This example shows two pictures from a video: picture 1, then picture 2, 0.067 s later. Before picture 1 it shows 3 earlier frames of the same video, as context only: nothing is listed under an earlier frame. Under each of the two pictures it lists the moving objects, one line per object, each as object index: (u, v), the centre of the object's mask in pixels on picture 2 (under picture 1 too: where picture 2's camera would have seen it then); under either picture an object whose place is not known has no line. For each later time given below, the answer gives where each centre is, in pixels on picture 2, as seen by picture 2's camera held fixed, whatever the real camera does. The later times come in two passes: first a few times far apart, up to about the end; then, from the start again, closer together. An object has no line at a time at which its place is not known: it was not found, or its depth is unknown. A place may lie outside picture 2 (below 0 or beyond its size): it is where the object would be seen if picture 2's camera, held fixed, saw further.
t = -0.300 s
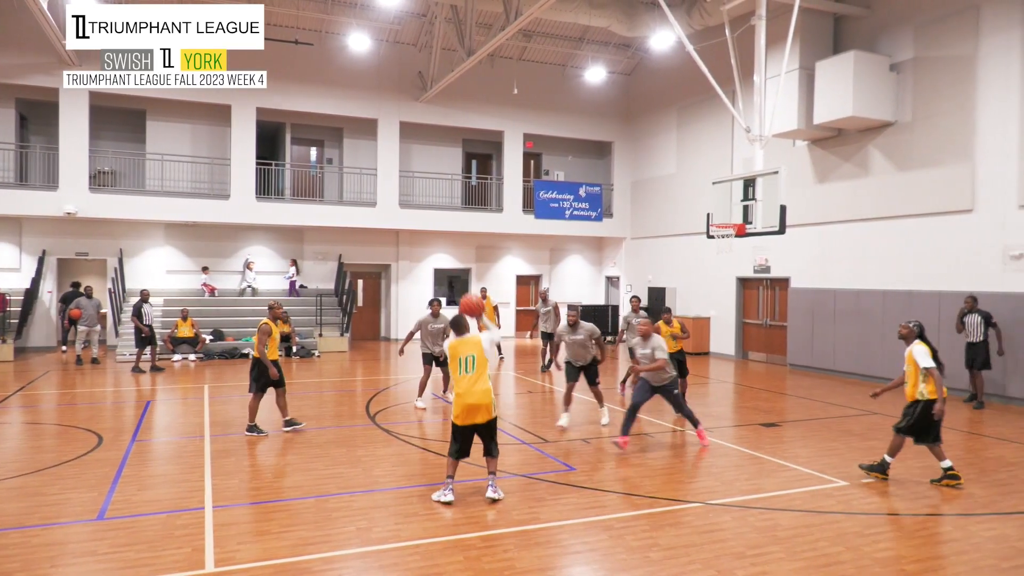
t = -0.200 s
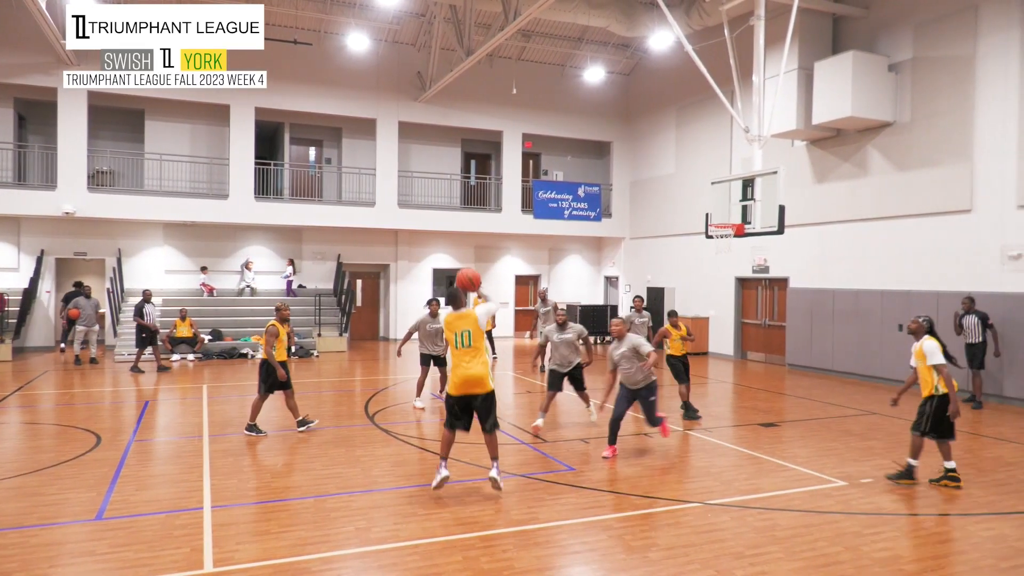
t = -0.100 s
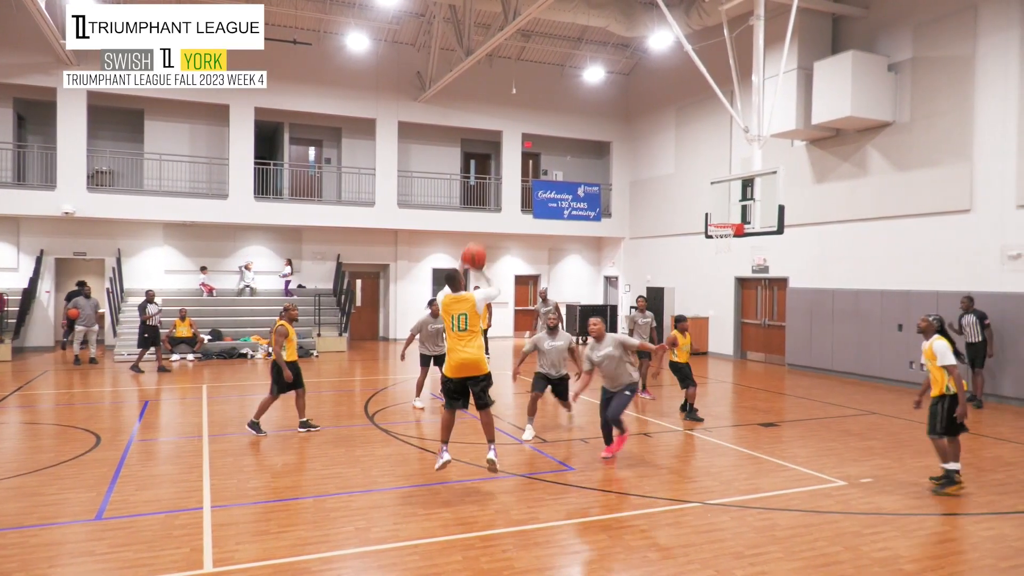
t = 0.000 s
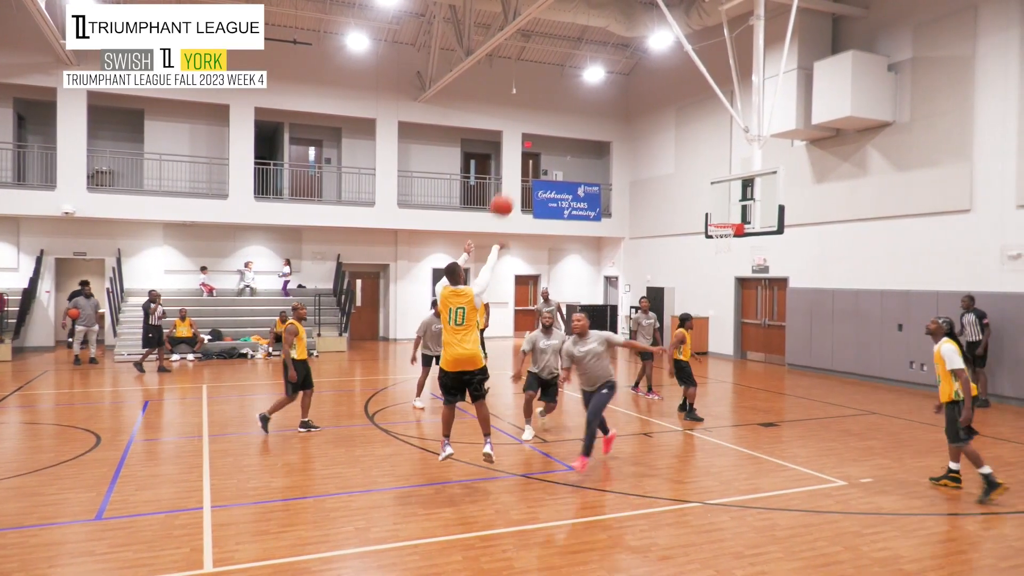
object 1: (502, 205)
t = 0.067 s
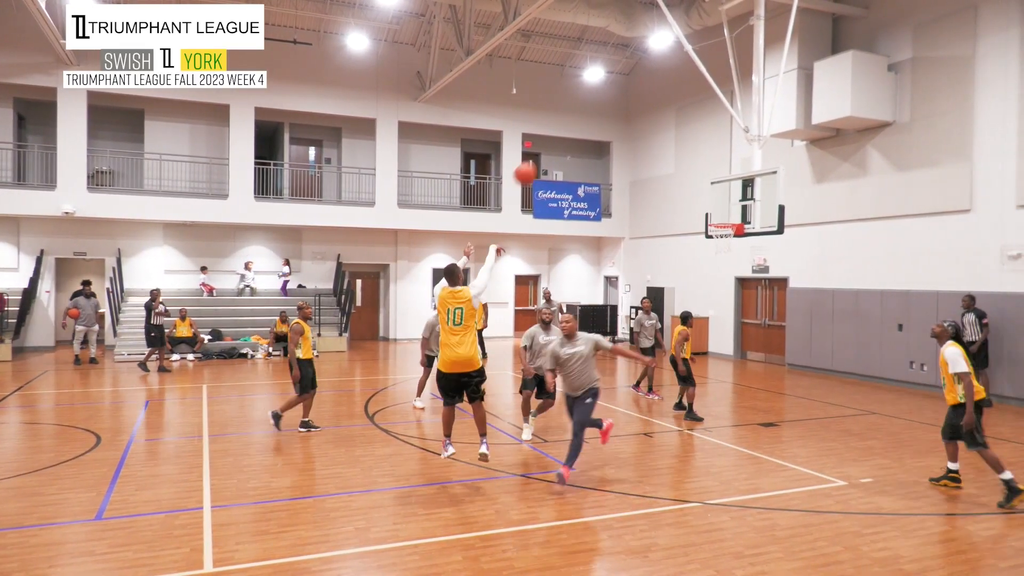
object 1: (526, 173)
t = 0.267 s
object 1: (581, 115)
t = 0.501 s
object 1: (632, 99)
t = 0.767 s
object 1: (677, 127)
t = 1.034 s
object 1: (709, 191)
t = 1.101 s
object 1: (716, 211)
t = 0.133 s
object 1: (545, 148)
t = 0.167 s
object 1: (554, 139)
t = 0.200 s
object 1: (564, 129)
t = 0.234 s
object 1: (573, 122)
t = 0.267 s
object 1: (581, 115)
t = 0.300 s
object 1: (589, 110)
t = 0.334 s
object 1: (597, 106)
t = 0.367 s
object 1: (605, 103)
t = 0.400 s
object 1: (612, 100)
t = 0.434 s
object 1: (619, 99)
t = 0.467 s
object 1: (626, 98)
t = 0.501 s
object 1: (632, 99)
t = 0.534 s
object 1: (639, 100)
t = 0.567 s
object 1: (645, 101)
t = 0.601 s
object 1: (651, 104)
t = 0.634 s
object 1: (657, 107)
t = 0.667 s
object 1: (662, 111)
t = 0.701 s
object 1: (667, 116)
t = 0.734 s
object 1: (672, 121)
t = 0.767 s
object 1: (677, 127)
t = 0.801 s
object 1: (682, 133)
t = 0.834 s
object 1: (686, 140)
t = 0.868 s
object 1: (690, 148)
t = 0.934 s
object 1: (698, 164)
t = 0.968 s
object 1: (702, 173)
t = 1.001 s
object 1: (706, 182)
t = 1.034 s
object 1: (709, 191)
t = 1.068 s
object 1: (713, 201)
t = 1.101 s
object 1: (716, 211)
